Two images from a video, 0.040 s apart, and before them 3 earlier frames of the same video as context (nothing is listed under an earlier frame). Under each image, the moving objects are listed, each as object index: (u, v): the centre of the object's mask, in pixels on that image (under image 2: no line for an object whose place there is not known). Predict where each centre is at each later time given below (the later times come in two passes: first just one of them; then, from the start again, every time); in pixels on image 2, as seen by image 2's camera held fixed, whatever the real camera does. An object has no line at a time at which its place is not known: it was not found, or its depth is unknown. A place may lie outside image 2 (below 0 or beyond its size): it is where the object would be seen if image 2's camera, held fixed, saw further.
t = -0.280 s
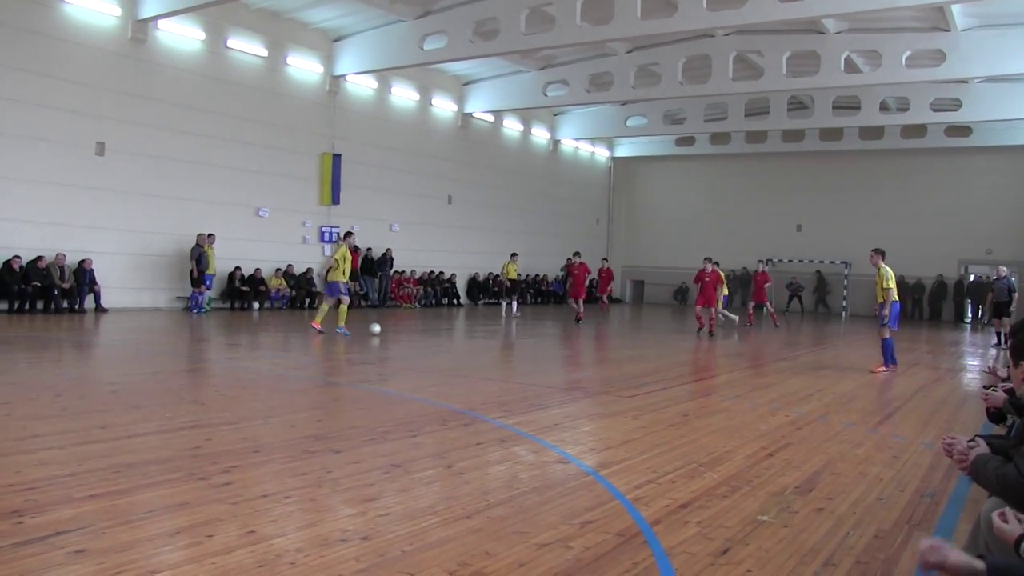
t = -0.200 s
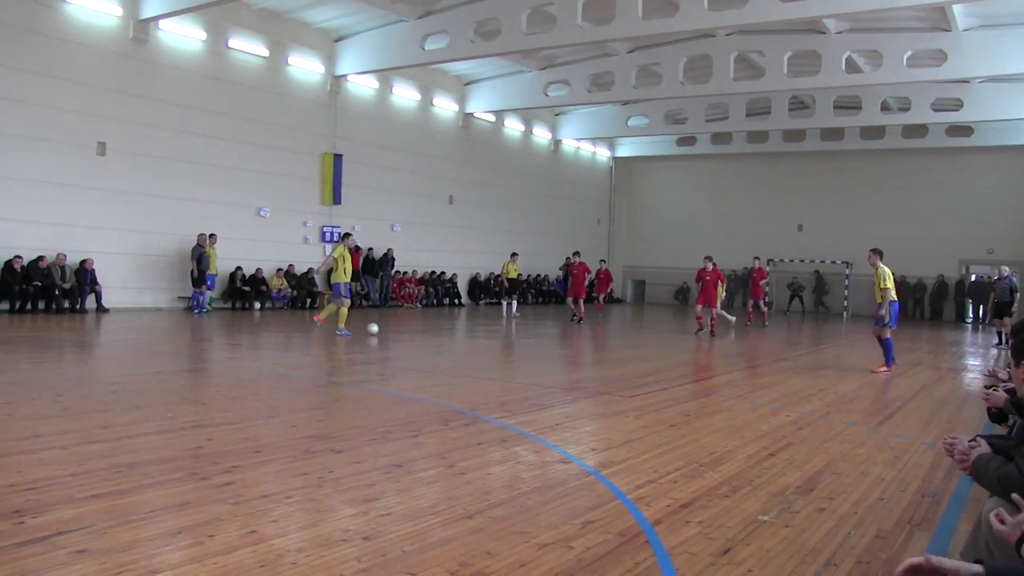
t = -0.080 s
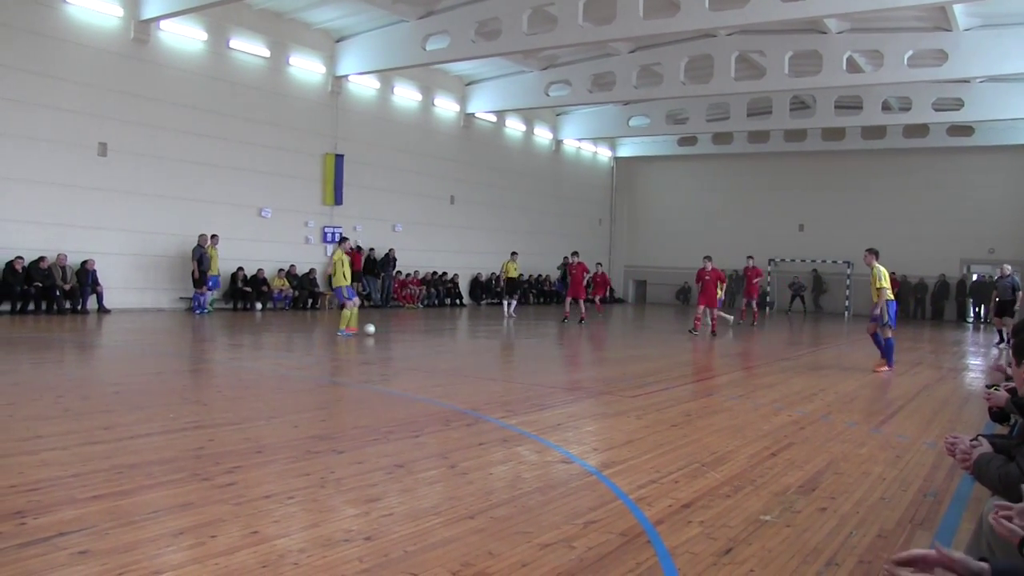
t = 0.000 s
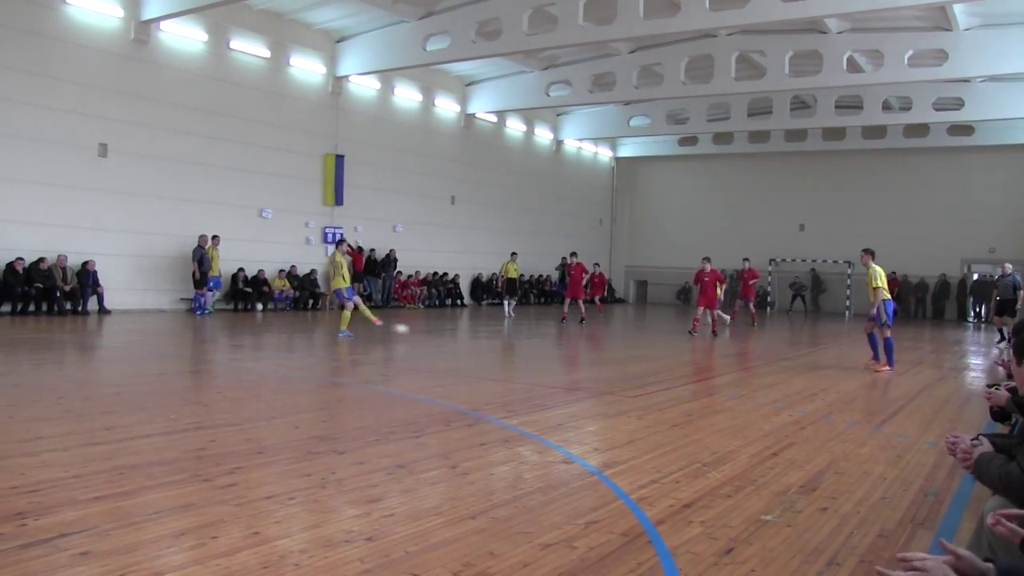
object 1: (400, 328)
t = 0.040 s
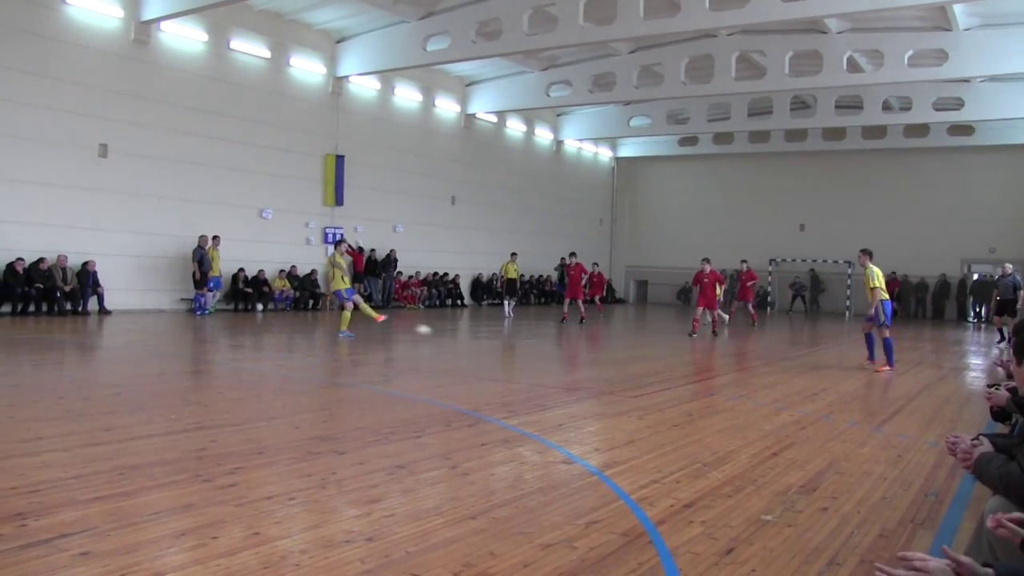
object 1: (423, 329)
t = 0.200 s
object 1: (510, 336)
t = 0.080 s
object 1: (445, 331)
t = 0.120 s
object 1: (467, 334)
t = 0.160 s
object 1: (489, 336)
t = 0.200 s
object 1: (510, 336)
